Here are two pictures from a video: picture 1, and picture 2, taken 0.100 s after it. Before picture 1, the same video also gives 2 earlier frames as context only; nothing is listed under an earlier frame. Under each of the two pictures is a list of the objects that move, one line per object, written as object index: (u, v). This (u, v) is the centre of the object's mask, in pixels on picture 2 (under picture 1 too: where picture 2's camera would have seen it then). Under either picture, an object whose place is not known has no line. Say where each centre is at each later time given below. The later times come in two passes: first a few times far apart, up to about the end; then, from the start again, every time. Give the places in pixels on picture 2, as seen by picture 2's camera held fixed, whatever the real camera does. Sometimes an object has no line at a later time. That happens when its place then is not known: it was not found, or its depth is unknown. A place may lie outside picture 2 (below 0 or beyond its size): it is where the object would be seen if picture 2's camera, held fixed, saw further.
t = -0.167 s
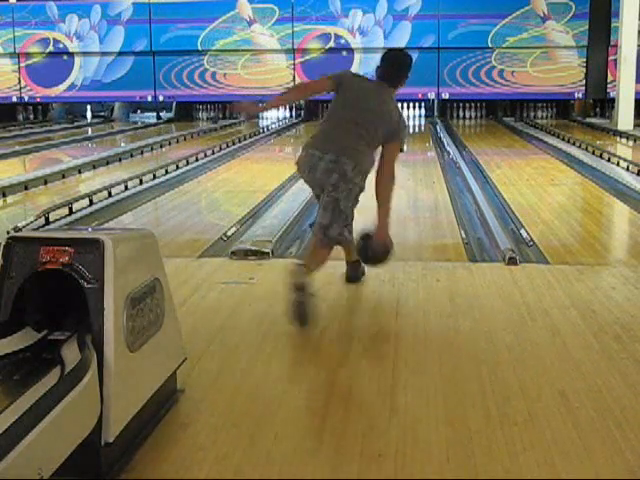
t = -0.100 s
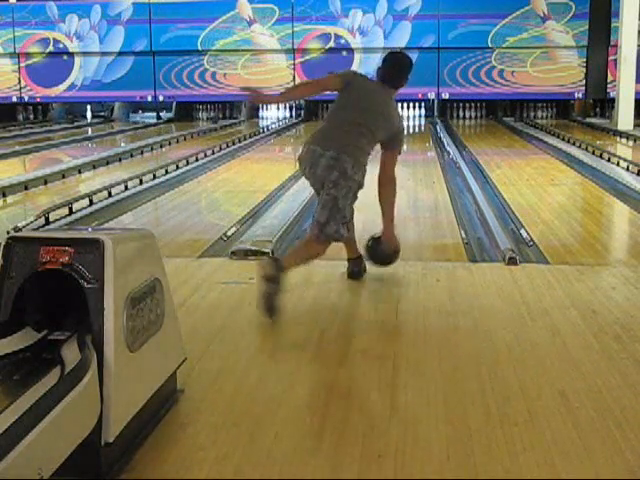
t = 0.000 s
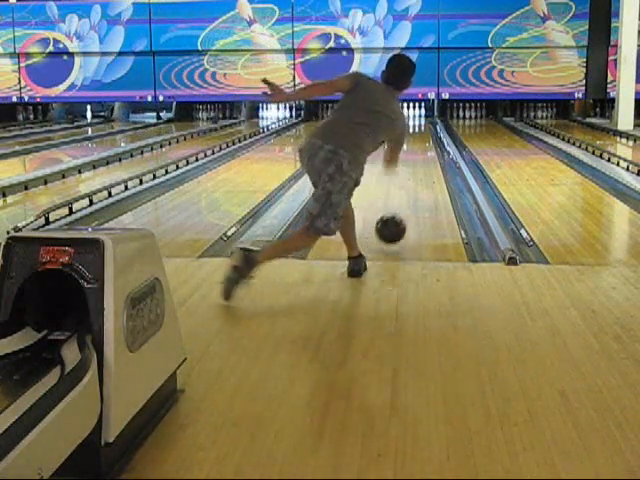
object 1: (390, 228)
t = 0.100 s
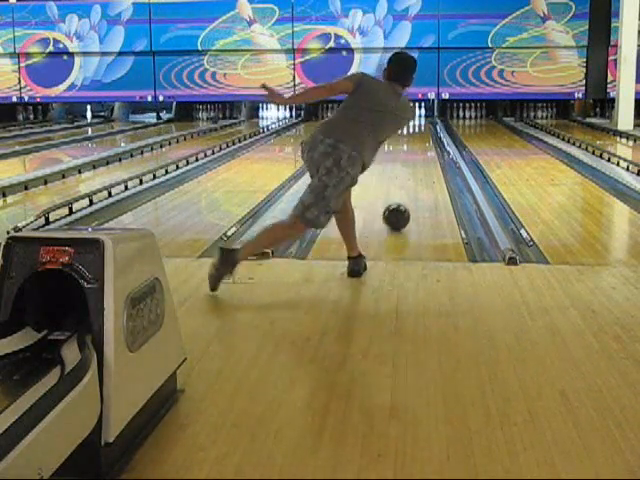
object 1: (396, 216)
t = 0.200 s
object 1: (401, 202)
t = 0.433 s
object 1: (409, 177)
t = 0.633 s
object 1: (414, 163)
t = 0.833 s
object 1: (415, 151)
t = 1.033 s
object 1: (417, 144)
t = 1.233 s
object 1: (418, 138)
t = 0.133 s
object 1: (398, 211)
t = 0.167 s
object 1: (399, 206)
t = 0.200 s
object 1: (401, 202)
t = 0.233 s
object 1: (402, 198)
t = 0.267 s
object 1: (403, 194)
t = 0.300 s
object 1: (405, 190)
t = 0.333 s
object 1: (406, 187)
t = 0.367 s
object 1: (407, 183)
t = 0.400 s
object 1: (407, 180)
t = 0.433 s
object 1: (409, 177)
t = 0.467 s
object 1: (409, 175)
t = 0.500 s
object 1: (410, 172)
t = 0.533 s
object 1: (411, 169)
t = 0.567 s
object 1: (413, 168)
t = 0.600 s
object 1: (414, 166)
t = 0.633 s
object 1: (414, 163)
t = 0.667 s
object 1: (413, 161)
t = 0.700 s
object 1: (414, 158)
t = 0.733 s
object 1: (414, 157)
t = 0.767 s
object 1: (414, 155)
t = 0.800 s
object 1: (415, 153)
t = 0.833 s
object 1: (415, 151)
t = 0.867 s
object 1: (416, 150)
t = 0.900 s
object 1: (416, 149)
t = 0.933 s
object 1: (417, 148)
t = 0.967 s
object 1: (417, 147)
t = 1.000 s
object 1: (417, 146)
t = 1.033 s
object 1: (417, 144)
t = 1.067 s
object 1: (417, 144)
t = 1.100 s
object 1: (417, 142)
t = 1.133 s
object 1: (418, 141)
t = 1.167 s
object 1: (418, 139)
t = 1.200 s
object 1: (418, 138)
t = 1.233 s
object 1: (418, 138)
